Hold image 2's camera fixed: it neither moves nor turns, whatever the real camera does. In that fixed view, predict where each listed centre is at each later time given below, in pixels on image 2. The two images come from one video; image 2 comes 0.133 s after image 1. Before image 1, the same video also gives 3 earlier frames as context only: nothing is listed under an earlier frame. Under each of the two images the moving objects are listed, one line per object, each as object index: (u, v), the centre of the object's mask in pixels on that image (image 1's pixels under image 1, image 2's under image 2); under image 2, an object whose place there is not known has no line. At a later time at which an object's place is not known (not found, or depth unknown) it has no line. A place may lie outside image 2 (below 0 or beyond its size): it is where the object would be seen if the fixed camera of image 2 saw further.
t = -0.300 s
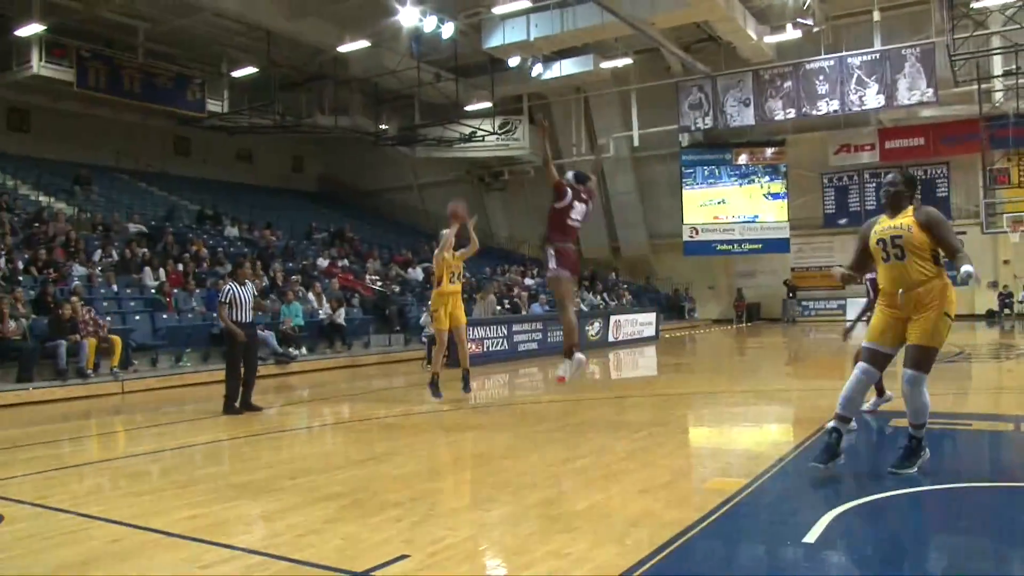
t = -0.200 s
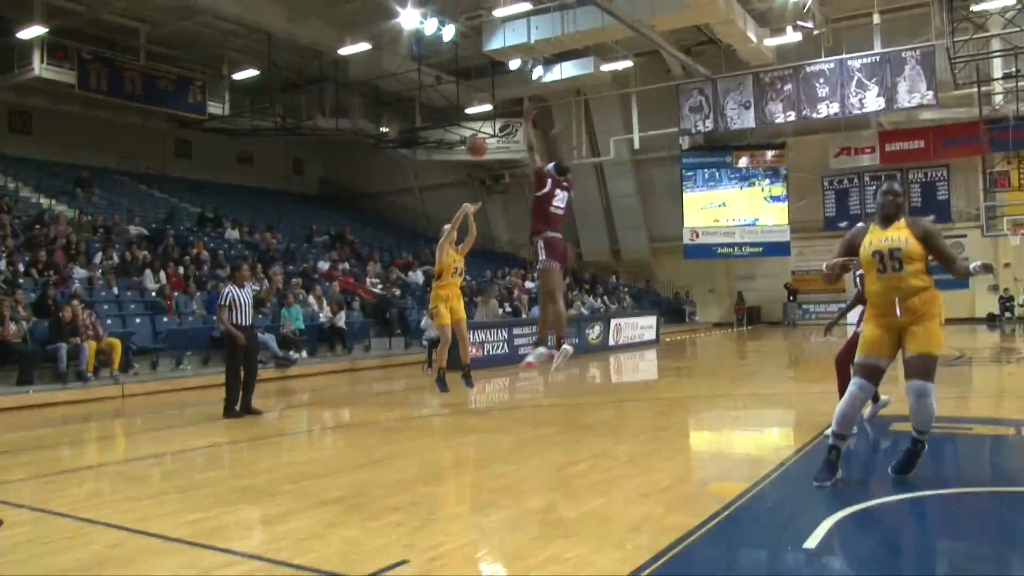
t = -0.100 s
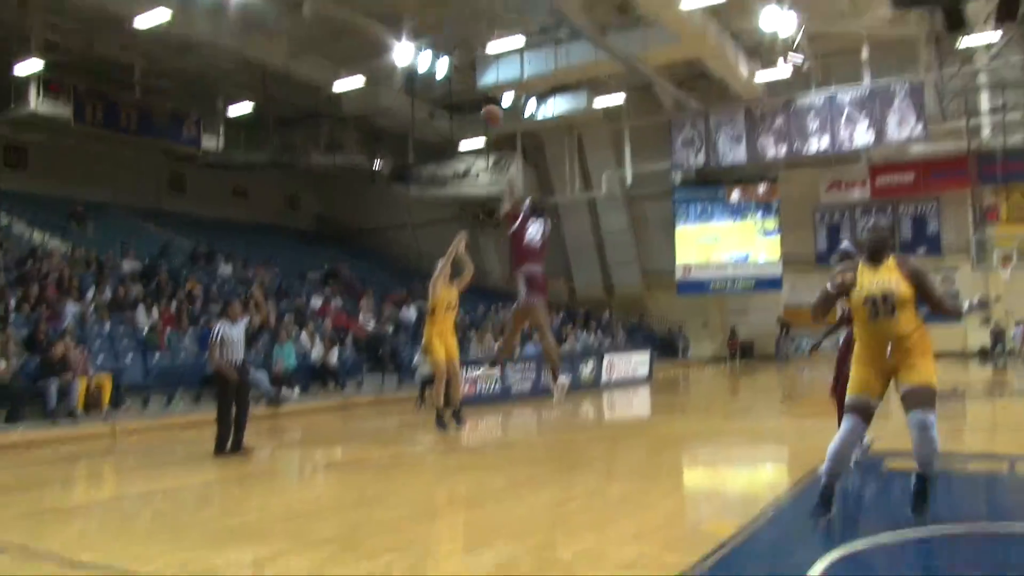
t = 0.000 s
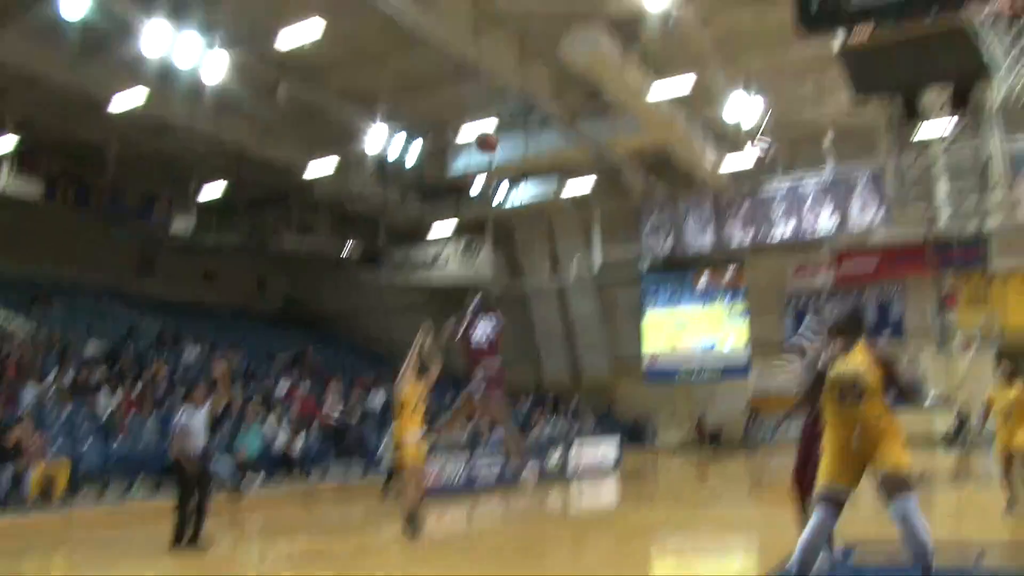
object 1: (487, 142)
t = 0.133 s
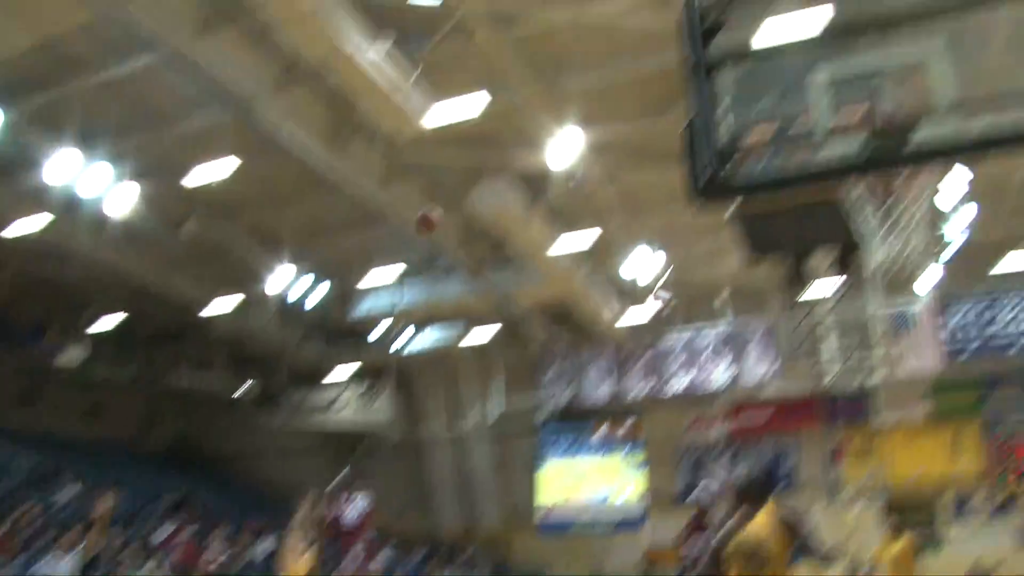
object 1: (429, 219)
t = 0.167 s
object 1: (439, 207)
